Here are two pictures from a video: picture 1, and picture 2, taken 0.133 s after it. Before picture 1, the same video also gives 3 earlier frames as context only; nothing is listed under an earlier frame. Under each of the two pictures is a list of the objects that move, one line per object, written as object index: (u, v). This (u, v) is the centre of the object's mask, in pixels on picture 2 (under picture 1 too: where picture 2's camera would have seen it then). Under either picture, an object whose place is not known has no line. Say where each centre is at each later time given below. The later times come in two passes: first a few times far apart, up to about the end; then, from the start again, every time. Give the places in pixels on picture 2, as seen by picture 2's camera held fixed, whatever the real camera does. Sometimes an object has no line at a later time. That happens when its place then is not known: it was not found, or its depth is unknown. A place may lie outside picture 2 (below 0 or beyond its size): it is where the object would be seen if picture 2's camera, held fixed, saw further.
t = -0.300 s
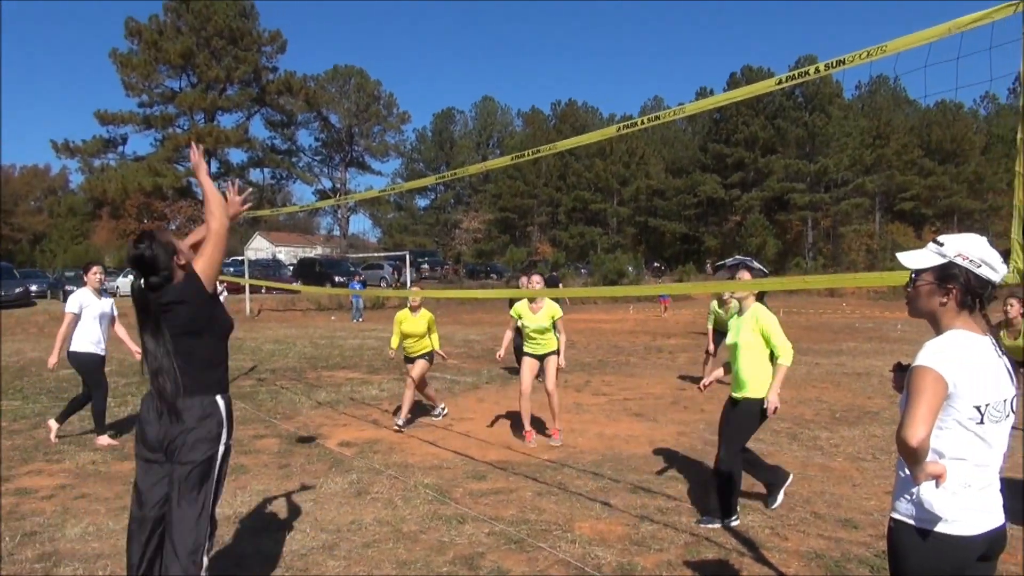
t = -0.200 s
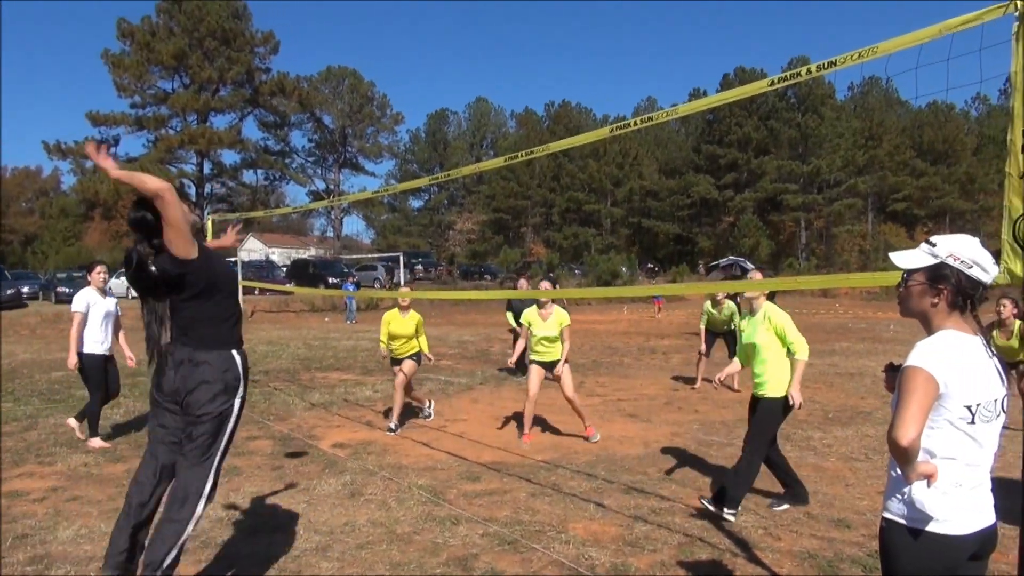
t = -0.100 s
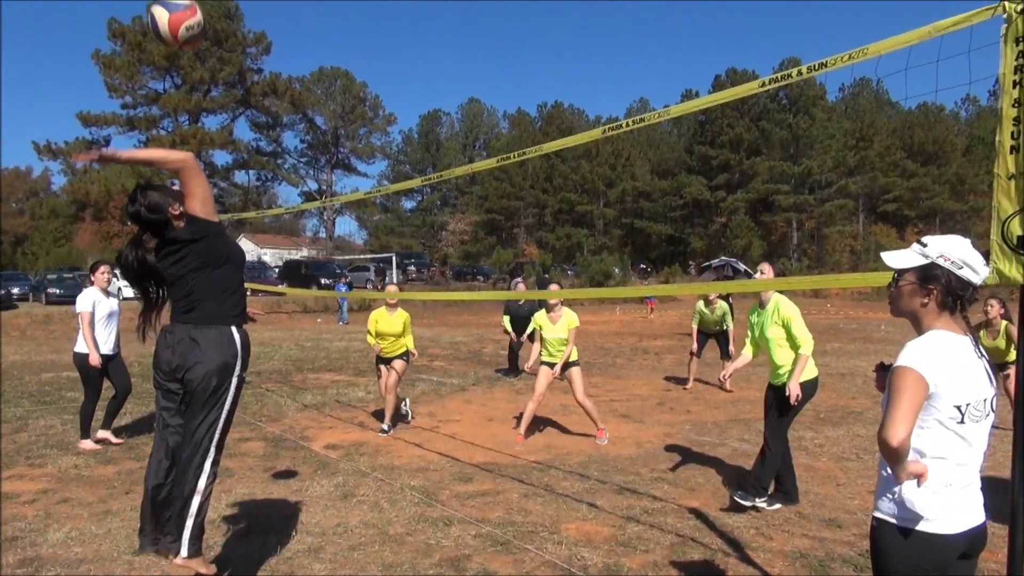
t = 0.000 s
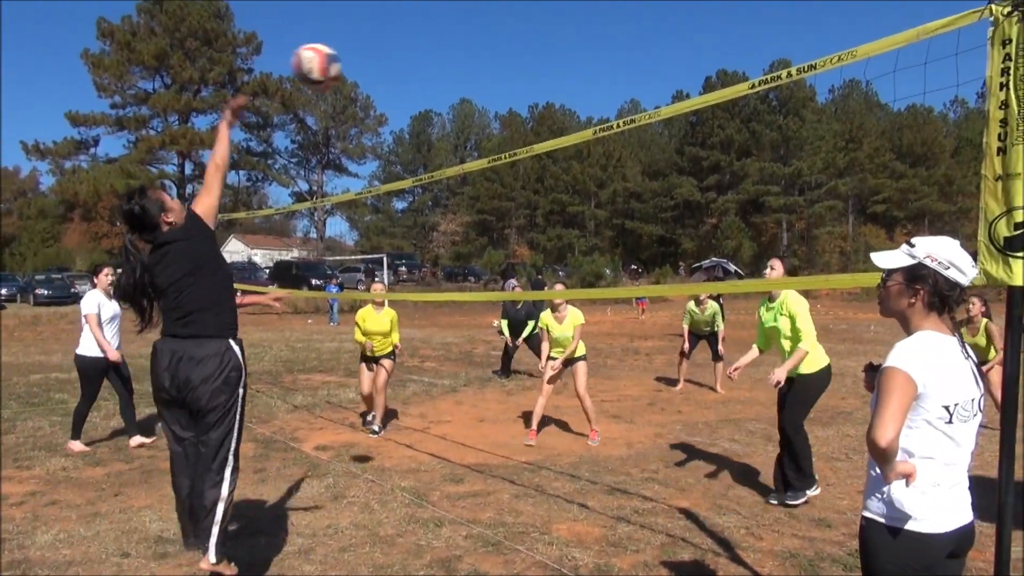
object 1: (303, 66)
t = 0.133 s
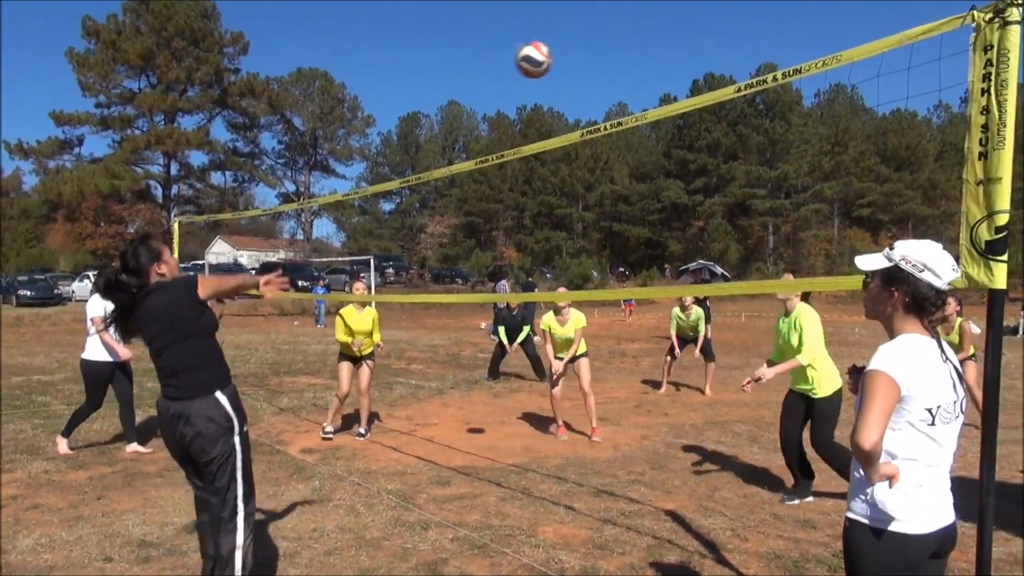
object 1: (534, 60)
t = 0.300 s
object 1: (707, 84)
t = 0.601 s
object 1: (882, 183)
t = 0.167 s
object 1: (575, 62)
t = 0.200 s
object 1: (613, 67)
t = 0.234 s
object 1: (647, 73)
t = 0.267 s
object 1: (678, 80)
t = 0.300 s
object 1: (707, 84)
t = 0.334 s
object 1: (739, 97)
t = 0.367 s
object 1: (761, 104)
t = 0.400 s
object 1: (778, 114)
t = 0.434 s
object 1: (799, 124)
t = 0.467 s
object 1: (818, 135)
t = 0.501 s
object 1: (835, 147)
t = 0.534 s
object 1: (852, 159)
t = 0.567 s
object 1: (867, 171)
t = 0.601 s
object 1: (882, 183)
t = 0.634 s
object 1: (895, 196)
